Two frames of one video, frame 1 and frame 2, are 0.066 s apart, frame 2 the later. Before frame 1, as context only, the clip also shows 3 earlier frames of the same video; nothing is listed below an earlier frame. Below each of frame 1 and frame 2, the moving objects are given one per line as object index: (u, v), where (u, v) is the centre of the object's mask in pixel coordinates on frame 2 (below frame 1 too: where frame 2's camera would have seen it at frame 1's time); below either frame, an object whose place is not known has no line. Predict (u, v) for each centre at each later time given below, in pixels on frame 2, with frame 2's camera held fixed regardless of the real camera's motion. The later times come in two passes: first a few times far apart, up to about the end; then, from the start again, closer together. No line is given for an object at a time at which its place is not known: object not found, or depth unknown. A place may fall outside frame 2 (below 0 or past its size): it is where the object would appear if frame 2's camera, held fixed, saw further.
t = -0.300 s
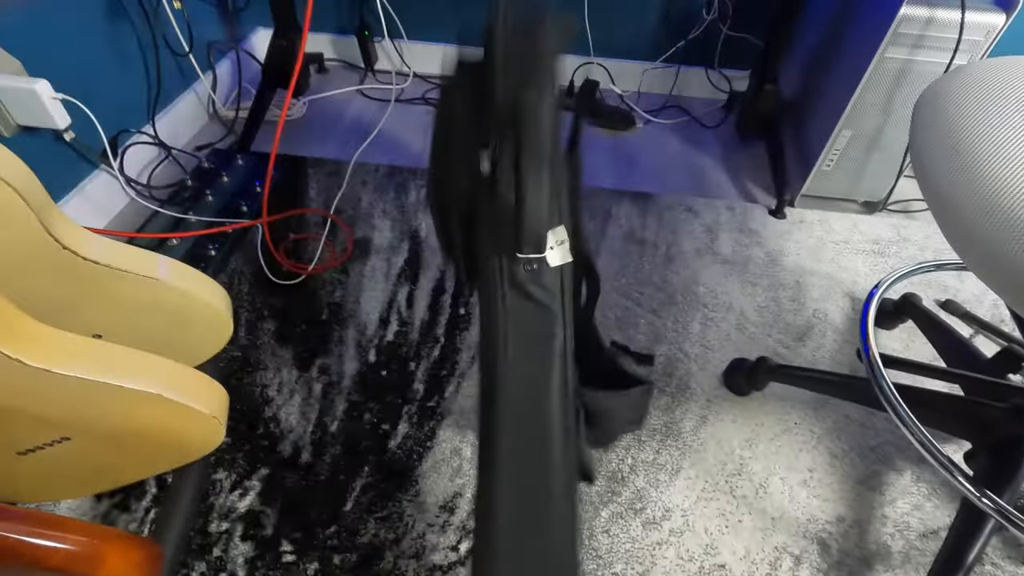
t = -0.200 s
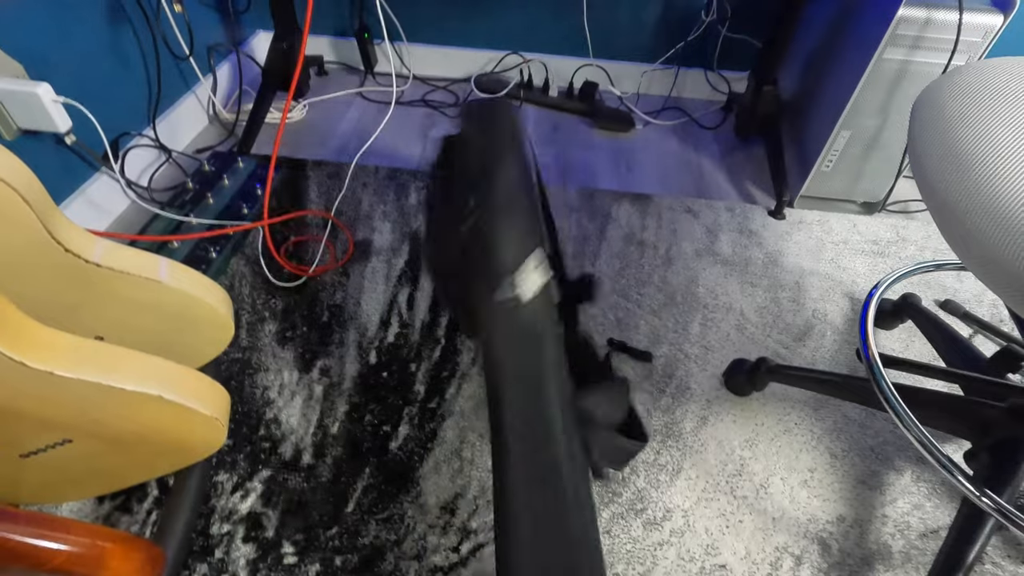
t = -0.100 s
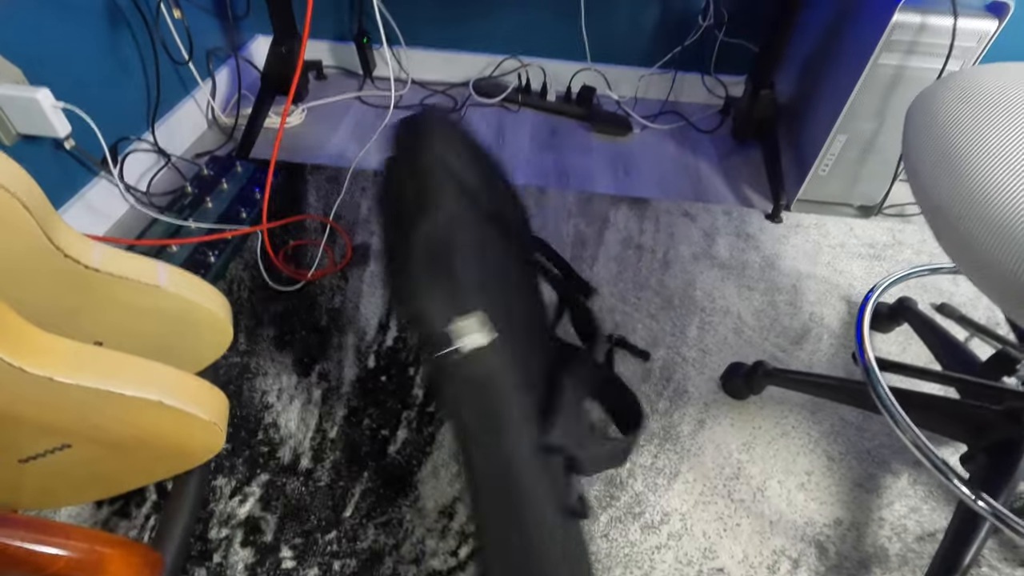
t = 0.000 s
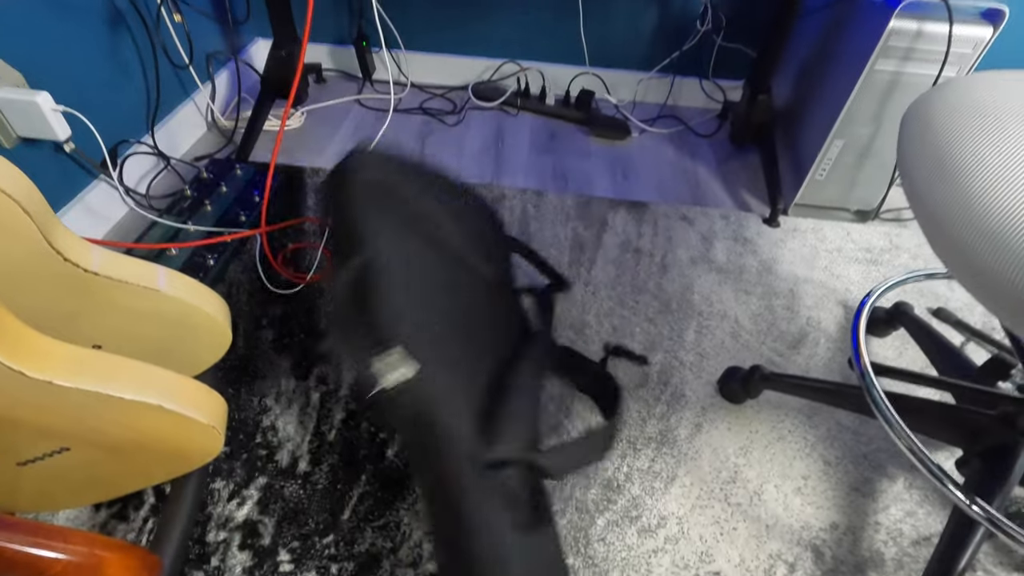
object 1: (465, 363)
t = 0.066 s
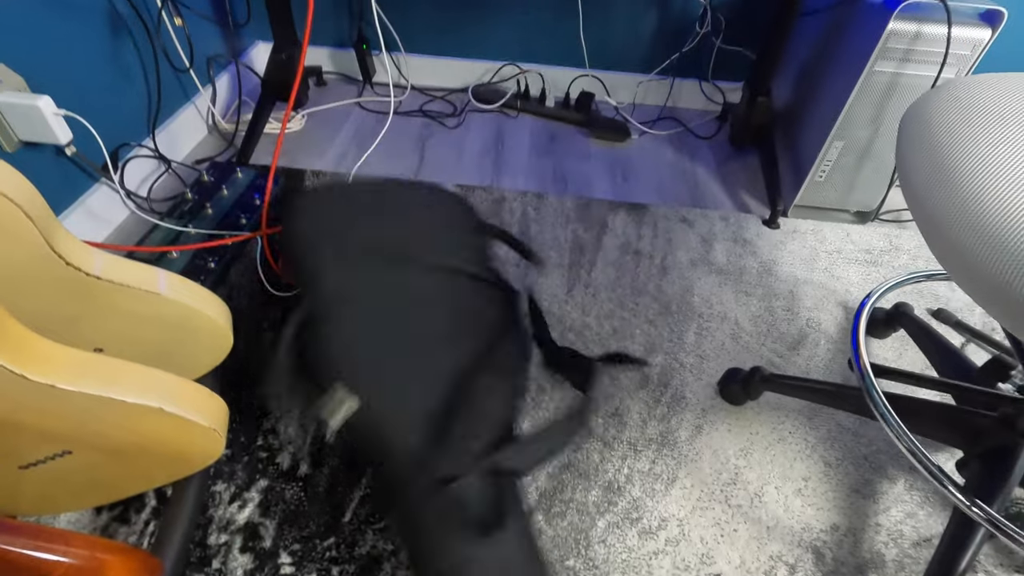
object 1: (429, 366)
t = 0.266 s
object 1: (362, 371)
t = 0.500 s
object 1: (378, 367)
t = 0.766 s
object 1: (374, 365)
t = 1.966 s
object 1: (375, 372)
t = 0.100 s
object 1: (411, 367)
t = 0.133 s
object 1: (395, 366)
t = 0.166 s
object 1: (383, 366)
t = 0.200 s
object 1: (374, 365)
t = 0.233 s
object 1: (368, 365)
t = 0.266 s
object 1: (362, 371)
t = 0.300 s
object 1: (361, 373)
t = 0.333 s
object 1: (364, 370)
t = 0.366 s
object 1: (366, 369)
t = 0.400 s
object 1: (371, 369)
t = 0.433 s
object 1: (376, 369)
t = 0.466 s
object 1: (378, 368)
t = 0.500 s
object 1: (378, 367)
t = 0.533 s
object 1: (377, 366)
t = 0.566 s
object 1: (376, 366)
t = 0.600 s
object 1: (373, 366)
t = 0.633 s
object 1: (374, 366)
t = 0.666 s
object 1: (373, 366)
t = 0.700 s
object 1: (374, 365)
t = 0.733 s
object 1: (374, 365)
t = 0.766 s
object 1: (374, 365)
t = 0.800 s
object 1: (373, 365)
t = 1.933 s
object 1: (375, 371)
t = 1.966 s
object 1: (375, 372)
